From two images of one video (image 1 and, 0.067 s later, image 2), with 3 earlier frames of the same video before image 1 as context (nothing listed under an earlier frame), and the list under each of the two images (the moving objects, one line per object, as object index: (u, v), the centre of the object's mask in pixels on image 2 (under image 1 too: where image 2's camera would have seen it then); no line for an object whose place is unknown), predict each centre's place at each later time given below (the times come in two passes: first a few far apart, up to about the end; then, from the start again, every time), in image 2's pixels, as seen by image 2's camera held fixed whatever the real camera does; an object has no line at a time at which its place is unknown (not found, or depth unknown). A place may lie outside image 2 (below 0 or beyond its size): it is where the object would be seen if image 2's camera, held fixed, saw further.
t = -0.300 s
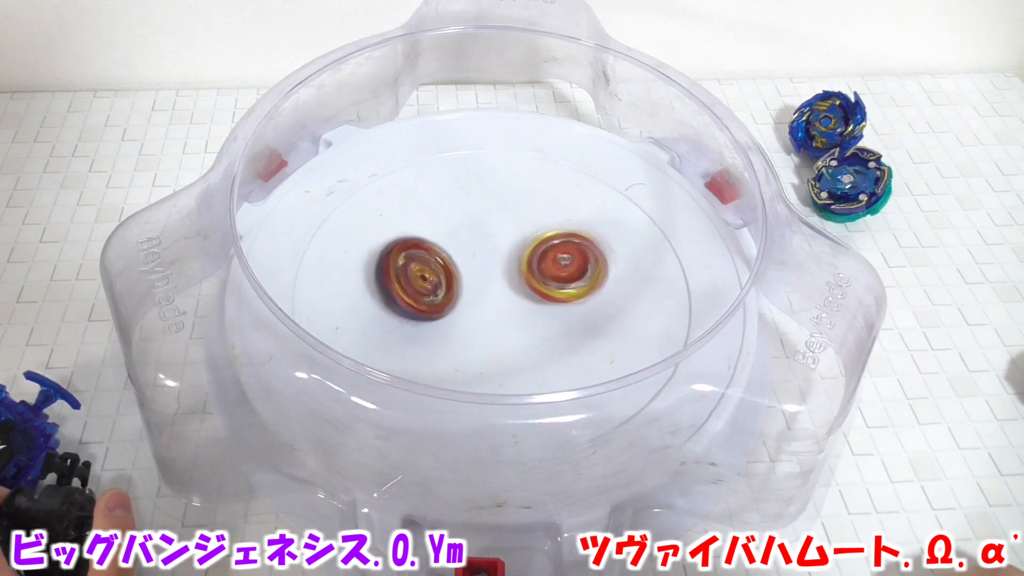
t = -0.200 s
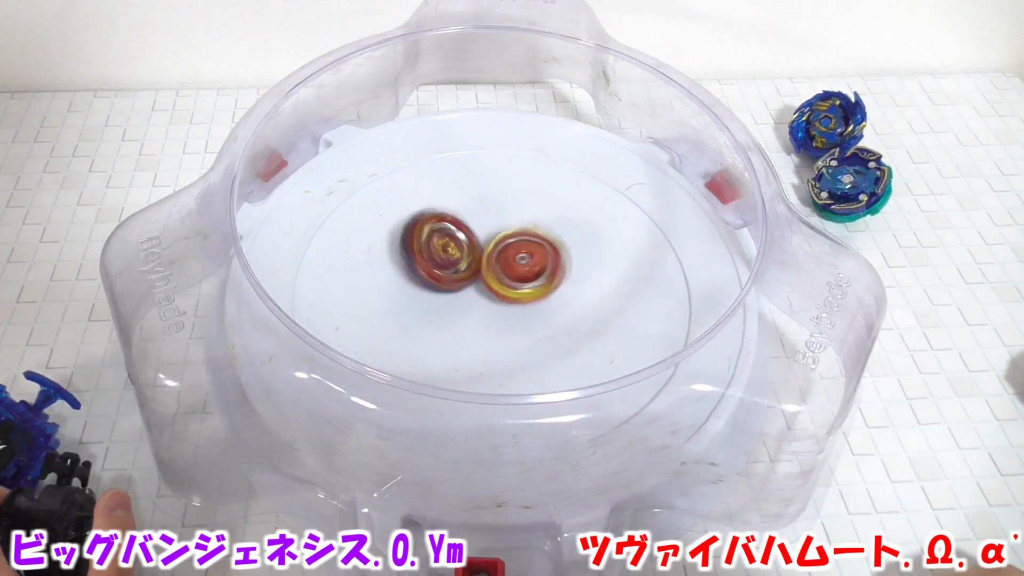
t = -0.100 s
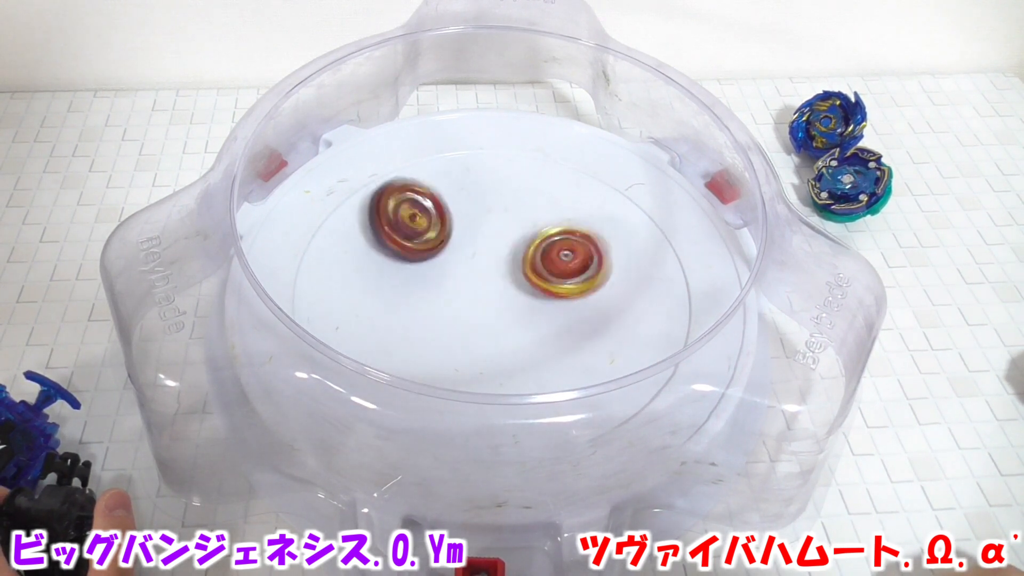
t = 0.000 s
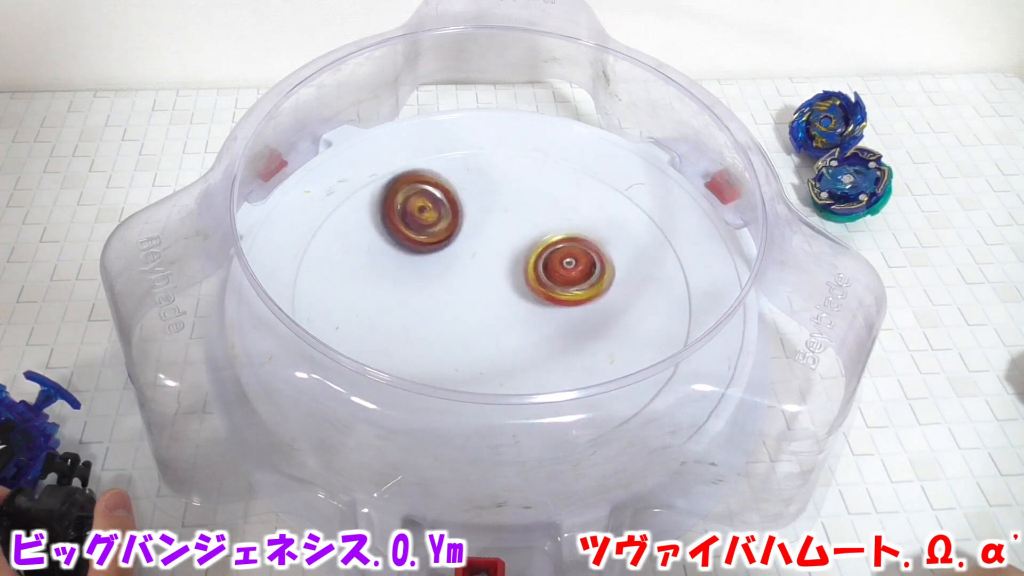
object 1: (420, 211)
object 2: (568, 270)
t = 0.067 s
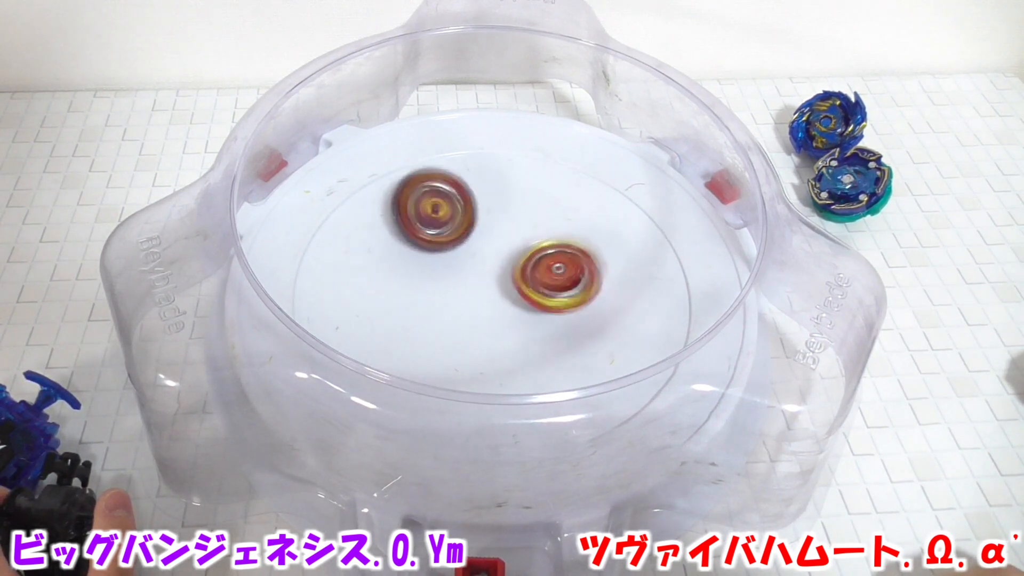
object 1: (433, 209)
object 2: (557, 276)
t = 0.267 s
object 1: (471, 209)
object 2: (512, 290)
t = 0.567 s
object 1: (504, 261)
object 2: (466, 342)
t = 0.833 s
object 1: (532, 276)
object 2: (400, 328)
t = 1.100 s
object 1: (526, 289)
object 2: (429, 270)
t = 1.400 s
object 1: (527, 293)
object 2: (452, 211)
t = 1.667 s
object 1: (513, 295)
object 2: (501, 212)
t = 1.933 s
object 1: (498, 296)
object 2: (535, 224)
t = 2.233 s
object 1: (463, 308)
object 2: (578, 215)
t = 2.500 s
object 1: (457, 295)
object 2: (544, 245)
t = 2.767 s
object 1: (399, 333)
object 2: (558, 216)
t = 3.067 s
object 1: (405, 332)
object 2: (543, 216)
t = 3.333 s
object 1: (464, 268)
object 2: (548, 250)
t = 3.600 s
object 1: (436, 191)
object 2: (562, 252)
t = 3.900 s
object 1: (453, 230)
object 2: (524, 280)
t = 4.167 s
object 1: (465, 261)
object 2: (494, 341)
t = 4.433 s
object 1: (502, 282)
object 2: (421, 332)
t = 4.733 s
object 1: (492, 262)
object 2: (409, 283)
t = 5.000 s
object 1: (506, 271)
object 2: (423, 280)
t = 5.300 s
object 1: (505, 273)
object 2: (421, 282)
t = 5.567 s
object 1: (504, 272)
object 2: (421, 282)
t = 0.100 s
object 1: (440, 209)
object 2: (549, 278)
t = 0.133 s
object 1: (448, 210)
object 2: (539, 279)
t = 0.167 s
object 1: (455, 211)
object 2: (529, 278)
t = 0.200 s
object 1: (463, 213)
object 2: (519, 277)
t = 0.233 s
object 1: (469, 214)
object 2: (514, 278)
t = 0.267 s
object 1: (471, 209)
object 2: (512, 290)
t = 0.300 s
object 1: (474, 209)
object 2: (508, 302)
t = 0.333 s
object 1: (480, 212)
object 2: (503, 312)
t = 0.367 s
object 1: (485, 218)
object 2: (501, 319)
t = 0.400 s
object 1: (490, 224)
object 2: (496, 325)
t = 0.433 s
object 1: (494, 230)
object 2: (491, 330)
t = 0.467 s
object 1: (497, 238)
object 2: (486, 335)
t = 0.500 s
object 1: (499, 245)
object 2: (480, 338)
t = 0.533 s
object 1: (502, 253)
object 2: (474, 340)
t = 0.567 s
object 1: (504, 261)
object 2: (466, 342)
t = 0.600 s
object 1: (506, 269)
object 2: (458, 342)
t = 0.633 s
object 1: (508, 277)
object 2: (453, 338)
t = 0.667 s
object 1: (515, 279)
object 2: (439, 341)
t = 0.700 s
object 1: (524, 274)
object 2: (422, 347)
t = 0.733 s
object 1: (531, 272)
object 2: (411, 345)
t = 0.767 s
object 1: (535, 272)
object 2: (404, 342)
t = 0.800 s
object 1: (534, 274)
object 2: (401, 337)
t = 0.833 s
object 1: (532, 276)
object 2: (400, 328)
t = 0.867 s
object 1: (530, 279)
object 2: (404, 319)
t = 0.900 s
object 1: (528, 282)
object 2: (409, 311)
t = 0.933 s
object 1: (525, 284)
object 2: (415, 303)
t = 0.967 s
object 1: (522, 287)
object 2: (422, 296)
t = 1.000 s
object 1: (528, 287)
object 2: (419, 290)
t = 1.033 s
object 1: (530, 288)
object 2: (420, 284)
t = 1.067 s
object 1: (528, 288)
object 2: (424, 277)
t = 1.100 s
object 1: (526, 289)
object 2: (429, 270)
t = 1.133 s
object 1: (525, 289)
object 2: (433, 263)
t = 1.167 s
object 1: (525, 290)
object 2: (436, 254)
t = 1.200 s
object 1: (529, 292)
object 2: (435, 246)
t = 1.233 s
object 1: (531, 294)
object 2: (435, 238)
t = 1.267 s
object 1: (531, 293)
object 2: (437, 232)
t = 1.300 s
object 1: (530, 293)
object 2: (439, 226)
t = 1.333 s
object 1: (530, 293)
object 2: (443, 220)
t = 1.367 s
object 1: (528, 293)
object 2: (446, 216)
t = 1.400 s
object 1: (527, 293)
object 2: (452, 211)
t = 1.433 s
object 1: (525, 293)
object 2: (457, 207)
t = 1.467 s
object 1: (523, 292)
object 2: (463, 205)
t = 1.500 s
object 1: (520, 292)
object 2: (469, 204)
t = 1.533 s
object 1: (518, 291)
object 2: (476, 205)
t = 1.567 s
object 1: (517, 289)
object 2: (484, 208)
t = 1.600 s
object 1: (515, 288)
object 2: (490, 212)
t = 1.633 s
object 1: (514, 291)
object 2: (496, 214)
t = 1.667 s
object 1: (513, 295)
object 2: (501, 212)
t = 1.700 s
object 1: (510, 296)
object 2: (507, 211)
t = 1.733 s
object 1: (510, 295)
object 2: (512, 212)
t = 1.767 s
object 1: (510, 294)
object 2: (517, 213)
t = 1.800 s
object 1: (509, 294)
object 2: (521, 217)
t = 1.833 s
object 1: (508, 293)
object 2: (525, 222)
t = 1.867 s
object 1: (504, 296)
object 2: (528, 222)
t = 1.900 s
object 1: (500, 296)
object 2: (531, 222)
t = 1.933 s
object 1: (498, 296)
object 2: (535, 224)
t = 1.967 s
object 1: (497, 295)
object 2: (539, 228)
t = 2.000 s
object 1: (496, 295)
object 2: (541, 233)
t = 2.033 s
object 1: (485, 301)
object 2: (547, 230)
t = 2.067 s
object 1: (477, 307)
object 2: (556, 224)
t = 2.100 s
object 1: (470, 310)
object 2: (562, 220)
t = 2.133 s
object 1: (467, 311)
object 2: (567, 217)
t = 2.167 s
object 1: (465, 310)
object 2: (571, 215)
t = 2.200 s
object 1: (465, 309)
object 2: (576, 214)
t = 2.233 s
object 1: (463, 308)
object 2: (578, 215)
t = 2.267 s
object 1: (462, 306)
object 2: (577, 219)
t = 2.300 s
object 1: (461, 303)
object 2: (575, 223)
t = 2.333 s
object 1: (462, 301)
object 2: (570, 228)
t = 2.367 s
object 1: (463, 299)
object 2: (563, 233)
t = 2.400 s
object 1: (464, 297)
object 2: (556, 239)
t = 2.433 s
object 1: (465, 295)
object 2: (548, 244)
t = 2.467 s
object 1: (466, 293)
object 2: (542, 248)
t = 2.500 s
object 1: (457, 295)
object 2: (544, 245)
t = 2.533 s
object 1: (453, 297)
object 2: (544, 244)
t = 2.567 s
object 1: (452, 296)
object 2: (541, 246)
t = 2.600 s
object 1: (455, 296)
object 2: (536, 249)
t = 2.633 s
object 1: (457, 297)
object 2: (530, 252)
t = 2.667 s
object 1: (453, 300)
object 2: (525, 251)
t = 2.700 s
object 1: (430, 315)
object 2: (538, 237)
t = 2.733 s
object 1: (412, 323)
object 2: (551, 224)
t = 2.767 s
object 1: (399, 333)
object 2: (558, 216)
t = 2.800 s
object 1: (390, 337)
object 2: (560, 211)
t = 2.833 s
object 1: (387, 338)
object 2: (562, 209)
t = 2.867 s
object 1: (385, 339)
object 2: (562, 210)
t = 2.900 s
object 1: (386, 338)
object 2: (562, 209)
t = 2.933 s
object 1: (389, 338)
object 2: (560, 209)
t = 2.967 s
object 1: (392, 336)
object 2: (558, 209)
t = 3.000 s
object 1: (396, 336)
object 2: (555, 209)
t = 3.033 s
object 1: (400, 334)
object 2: (549, 212)
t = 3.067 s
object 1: (405, 332)
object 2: (543, 216)
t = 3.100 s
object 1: (411, 331)
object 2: (538, 220)
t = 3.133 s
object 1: (418, 326)
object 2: (534, 226)
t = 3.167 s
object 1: (427, 319)
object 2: (530, 231)
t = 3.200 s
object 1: (438, 311)
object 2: (525, 238)
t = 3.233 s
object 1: (451, 302)
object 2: (523, 244)
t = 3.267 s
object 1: (463, 291)
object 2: (524, 249)
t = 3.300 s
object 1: (466, 280)
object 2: (533, 249)
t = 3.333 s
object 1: (464, 268)
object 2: (548, 250)
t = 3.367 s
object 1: (462, 254)
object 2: (559, 251)
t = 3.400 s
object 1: (460, 241)
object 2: (564, 251)
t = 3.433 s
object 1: (457, 228)
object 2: (567, 251)
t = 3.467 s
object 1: (453, 216)
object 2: (568, 249)
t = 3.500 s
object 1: (449, 206)
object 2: (568, 250)
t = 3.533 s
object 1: (444, 199)
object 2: (566, 250)
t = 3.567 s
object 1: (440, 194)
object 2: (565, 253)
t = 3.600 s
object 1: (436, 191)
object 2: (562, 252)
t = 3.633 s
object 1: (435, 190)
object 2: (560, 252)
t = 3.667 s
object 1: (436, 192)
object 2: (557, 256)
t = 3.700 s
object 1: (438, 193)
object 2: (553, 260)
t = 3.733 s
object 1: (439, 199)
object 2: (549, 262)
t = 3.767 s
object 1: (440, 205)
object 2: (544, 266)
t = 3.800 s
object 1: (440, 211)
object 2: (539, 268)
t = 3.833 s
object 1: (441, 217)
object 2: (534, 271)
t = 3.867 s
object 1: (447, 223)
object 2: (530, 276)
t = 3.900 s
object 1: (453, 230)
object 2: (524, 280)
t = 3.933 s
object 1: (459, 236)
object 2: (520, 284)
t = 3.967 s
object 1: (463, 242)
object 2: (522, 291)
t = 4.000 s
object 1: (465, 246)
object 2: (525, 304)
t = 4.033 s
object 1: (467, 249)
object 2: (523, 313)
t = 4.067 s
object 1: (468, 252)
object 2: (521, 324)
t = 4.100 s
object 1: (467, 255)
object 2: (512, 330)
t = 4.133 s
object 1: (466, 258)
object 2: (505, 338)
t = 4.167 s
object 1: (465, 261)
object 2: (494, 341)
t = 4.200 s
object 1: (464, 266)
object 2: (485, 345)
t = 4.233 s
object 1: (465, 268)
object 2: (474, 345)
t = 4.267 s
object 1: (469, 271)
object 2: (464, 346)
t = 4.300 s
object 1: (475, 275)
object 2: (455, 345)
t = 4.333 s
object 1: (483, 280)
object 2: (445, 343)
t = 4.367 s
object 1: (489, 286)
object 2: (435, 343)
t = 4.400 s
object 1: (496, 285)
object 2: (428, 338)
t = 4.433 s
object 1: (502, 282)
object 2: (421, 332)
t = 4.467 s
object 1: (505, 277)
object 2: (416, 326)
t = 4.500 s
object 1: (505, 272)
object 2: (411, 321)
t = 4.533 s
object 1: (502, 268)
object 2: (408, 313)
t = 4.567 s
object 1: (498, 265)
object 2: (406, 304)
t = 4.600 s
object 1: (493, 263)
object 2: (405, 296)
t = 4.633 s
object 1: (488, 262)
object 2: (408, 288)
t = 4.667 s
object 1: (488, 262)
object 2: (408, 284)
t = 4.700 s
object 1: (490, 261)
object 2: (408, 284)
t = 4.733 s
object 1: (492, 262)
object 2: (409, 283)
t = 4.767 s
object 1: (494, 262)
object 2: (410, 283)
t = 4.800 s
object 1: (496, 263)
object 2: (412, 282)
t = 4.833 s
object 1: (498, 264)
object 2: (416, 281)
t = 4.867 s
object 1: (500, 265)
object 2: (419, 280)
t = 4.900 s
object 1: (502, 267)
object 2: (422, 280)
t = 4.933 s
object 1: (505, 269)
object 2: (423, 280)
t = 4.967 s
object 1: (506, 270)
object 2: (423, 280)
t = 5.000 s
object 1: (506, 271)
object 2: (423, 280)
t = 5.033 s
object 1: (506, 271)
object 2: (423, 280)
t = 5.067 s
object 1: (506, 271)
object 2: (423, 280)
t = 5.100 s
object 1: (506, 270)
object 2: (423, 280)
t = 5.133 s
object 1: (506, 270)
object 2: (423, 280)
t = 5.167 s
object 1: (506, 270)
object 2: (423, 280)
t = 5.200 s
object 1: (506, 270)
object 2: (423, 280)
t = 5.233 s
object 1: (506, 270)
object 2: (423, 279)
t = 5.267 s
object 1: (505, 273)
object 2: (421, 282)
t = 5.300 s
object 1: (505, 273)
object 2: (421, 282)
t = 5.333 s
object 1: (505, 273)
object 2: (421, 282)
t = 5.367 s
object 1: (505, 272)
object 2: (421, 282)
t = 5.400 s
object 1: (505, 272)
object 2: (421, 282)
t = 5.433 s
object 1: (504, 272)
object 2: (421, 282)
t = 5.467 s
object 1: (504, 272)
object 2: (421, 282)
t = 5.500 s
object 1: (504, 272)
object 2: (421, 282)
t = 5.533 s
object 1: (504, 272)
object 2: (421, 282)
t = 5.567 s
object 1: (504, 272)
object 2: (421, 282)
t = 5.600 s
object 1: (504, 272)
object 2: (421, 282)
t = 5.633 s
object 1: (504, 272)
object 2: (421, 282)
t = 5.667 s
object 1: (504, 272)
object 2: (421, 282)
